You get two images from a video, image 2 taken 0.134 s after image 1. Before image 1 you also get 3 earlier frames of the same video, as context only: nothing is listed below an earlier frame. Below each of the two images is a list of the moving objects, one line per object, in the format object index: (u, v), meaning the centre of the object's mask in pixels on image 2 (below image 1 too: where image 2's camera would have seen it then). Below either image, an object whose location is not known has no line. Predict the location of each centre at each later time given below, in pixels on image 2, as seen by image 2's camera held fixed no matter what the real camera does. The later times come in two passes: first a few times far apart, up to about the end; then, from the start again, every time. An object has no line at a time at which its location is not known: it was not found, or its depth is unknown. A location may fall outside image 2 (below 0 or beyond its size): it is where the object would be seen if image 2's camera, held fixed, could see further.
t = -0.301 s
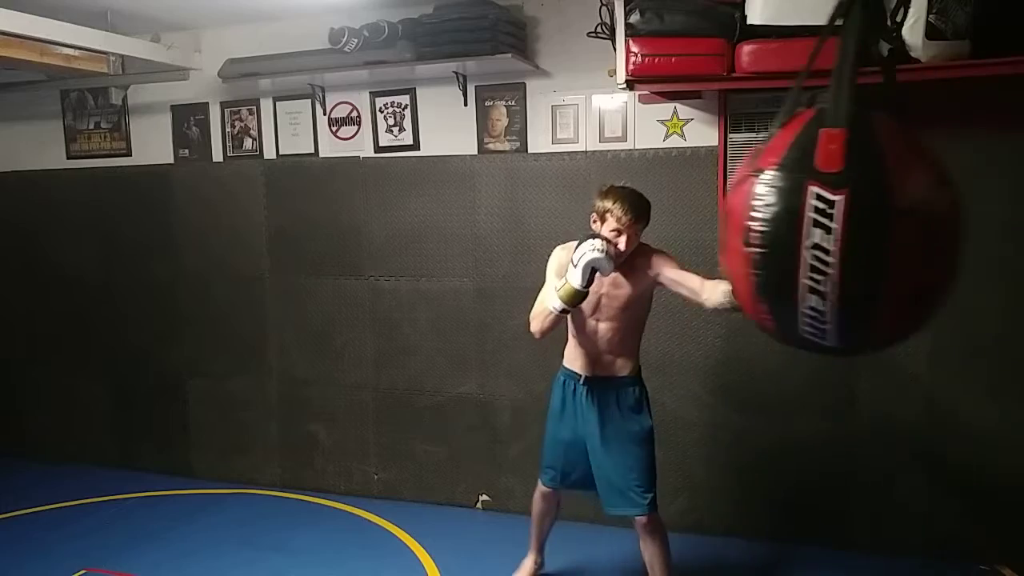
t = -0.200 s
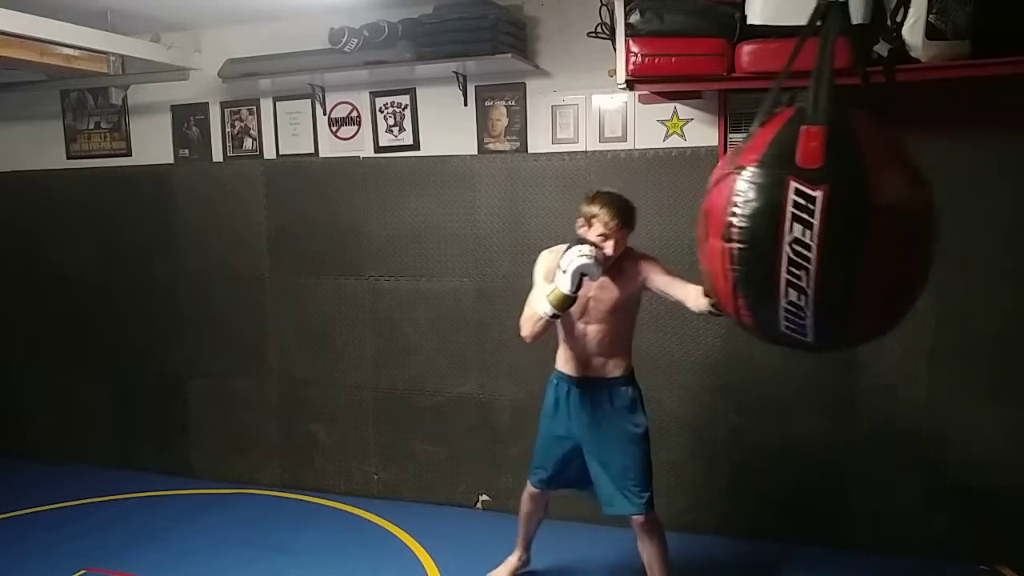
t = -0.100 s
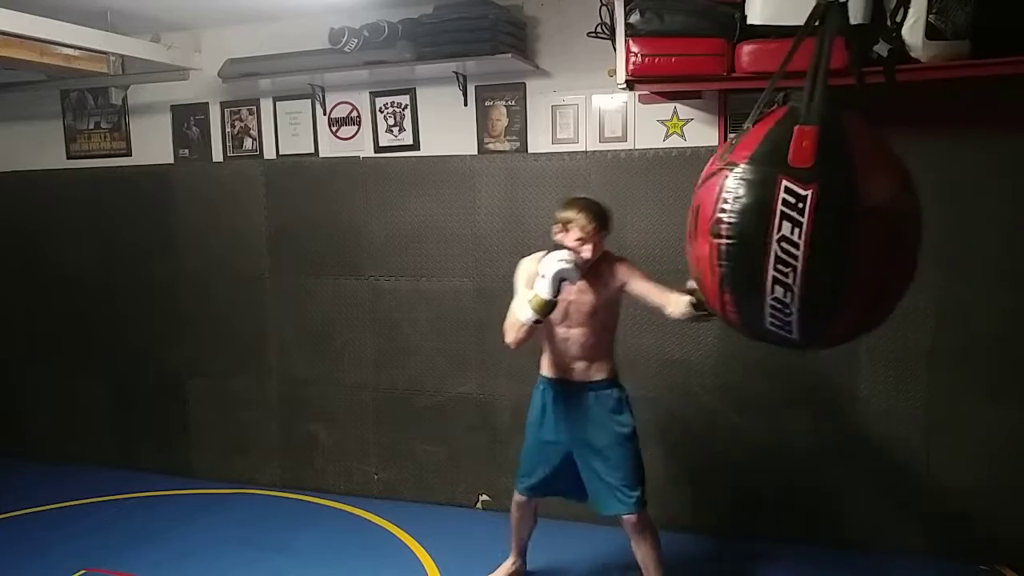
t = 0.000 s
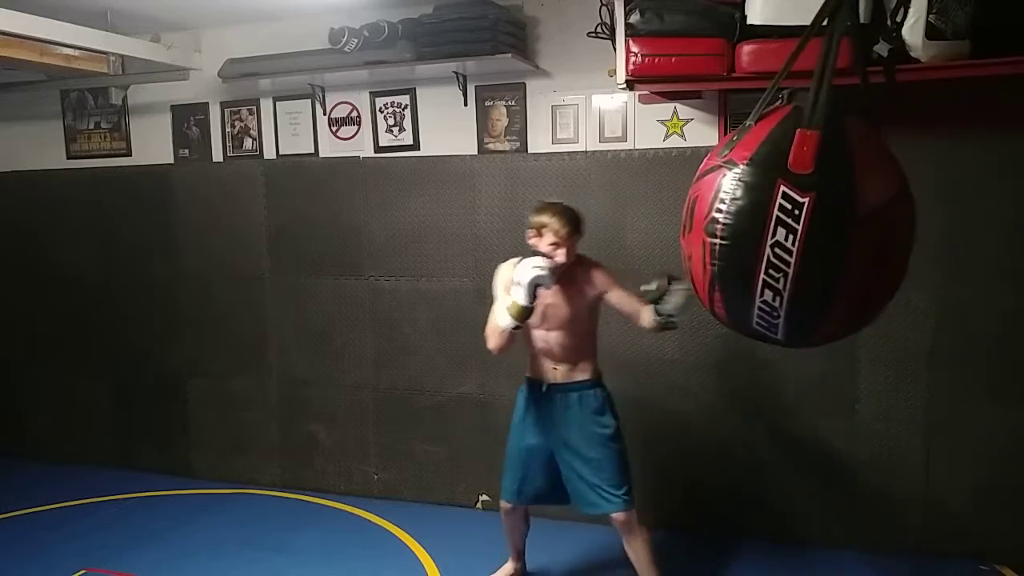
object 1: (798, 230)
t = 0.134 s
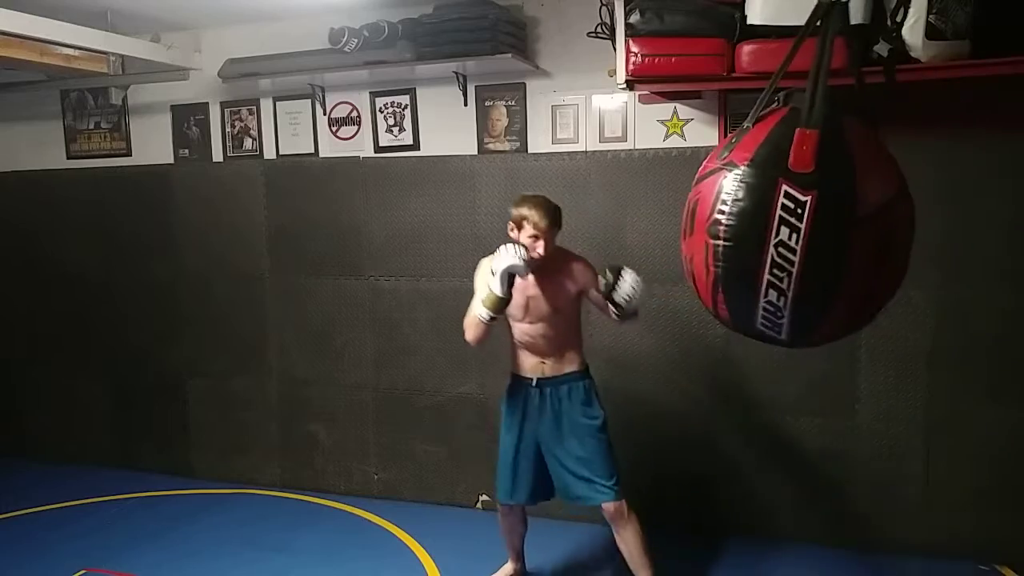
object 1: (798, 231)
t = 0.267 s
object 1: (810, 233)
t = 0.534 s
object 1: (858, 238)
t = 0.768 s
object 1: (909, 240)
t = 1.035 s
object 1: (932, 231)
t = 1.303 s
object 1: (929, 233)
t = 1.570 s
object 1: (894, 239)
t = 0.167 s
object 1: (800, 231)
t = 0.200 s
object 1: (802, 232)
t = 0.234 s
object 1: (806, 232)
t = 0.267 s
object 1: (810, 233)
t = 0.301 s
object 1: (814, 233)
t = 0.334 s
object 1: (819, 236)
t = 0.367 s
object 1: (825, 237)
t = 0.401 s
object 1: (831, 237)
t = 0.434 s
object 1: (838, 234)
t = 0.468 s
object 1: (845, 234)
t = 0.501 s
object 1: (851, 239)
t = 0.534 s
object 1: (858, 238)
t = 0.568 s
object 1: (865, 239)
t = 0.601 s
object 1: (874, 238)
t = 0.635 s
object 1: (881, 239)
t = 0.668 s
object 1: (888, 240)
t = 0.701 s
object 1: (897, 239)
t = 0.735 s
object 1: (905, 239)
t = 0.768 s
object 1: (909, 240)
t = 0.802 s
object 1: (914, 238)
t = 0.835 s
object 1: (917, 238)
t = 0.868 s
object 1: (919, 238)
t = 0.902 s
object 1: (922, 239)
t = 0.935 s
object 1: (924, 238)
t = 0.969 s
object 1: (927, 238)
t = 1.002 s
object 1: (930, 232)
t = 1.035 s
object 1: (932, 231)
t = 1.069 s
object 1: (932, 236)
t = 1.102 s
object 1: (933, 236)
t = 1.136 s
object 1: (933, 235)
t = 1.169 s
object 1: (933, 235)
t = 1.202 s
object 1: (934, 230)
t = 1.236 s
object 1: (933, 230)
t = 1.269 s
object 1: (930, 235)
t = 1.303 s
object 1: (929, 233)
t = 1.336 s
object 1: (926, 234)
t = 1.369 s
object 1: (925, 234)
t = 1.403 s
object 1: (921, 234)
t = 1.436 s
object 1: (917, 236)
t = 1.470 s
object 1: (913, 236)
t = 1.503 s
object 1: (905, 237)
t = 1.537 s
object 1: (901, 239)
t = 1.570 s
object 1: (894, 239)
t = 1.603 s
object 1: (889, 240)
